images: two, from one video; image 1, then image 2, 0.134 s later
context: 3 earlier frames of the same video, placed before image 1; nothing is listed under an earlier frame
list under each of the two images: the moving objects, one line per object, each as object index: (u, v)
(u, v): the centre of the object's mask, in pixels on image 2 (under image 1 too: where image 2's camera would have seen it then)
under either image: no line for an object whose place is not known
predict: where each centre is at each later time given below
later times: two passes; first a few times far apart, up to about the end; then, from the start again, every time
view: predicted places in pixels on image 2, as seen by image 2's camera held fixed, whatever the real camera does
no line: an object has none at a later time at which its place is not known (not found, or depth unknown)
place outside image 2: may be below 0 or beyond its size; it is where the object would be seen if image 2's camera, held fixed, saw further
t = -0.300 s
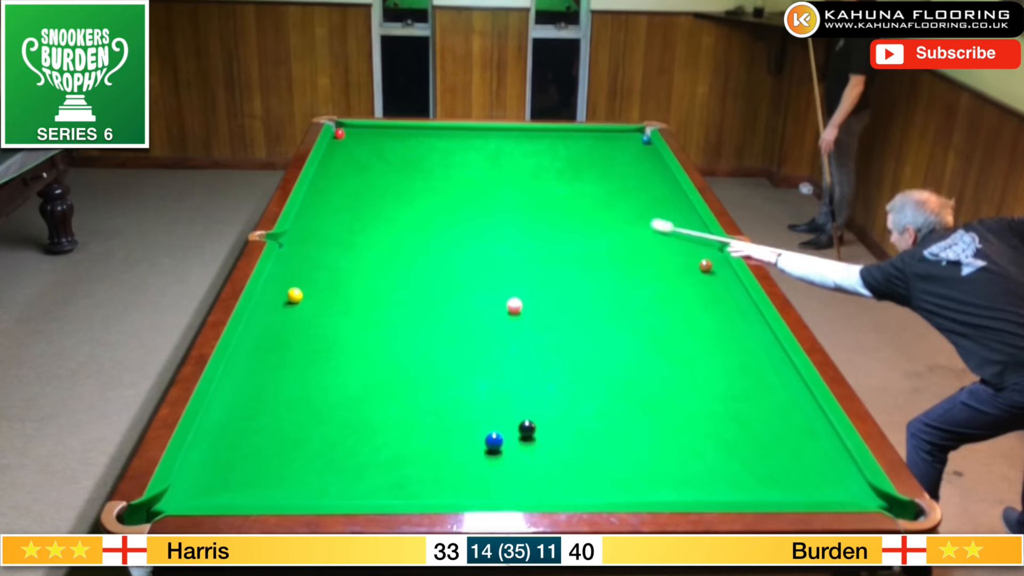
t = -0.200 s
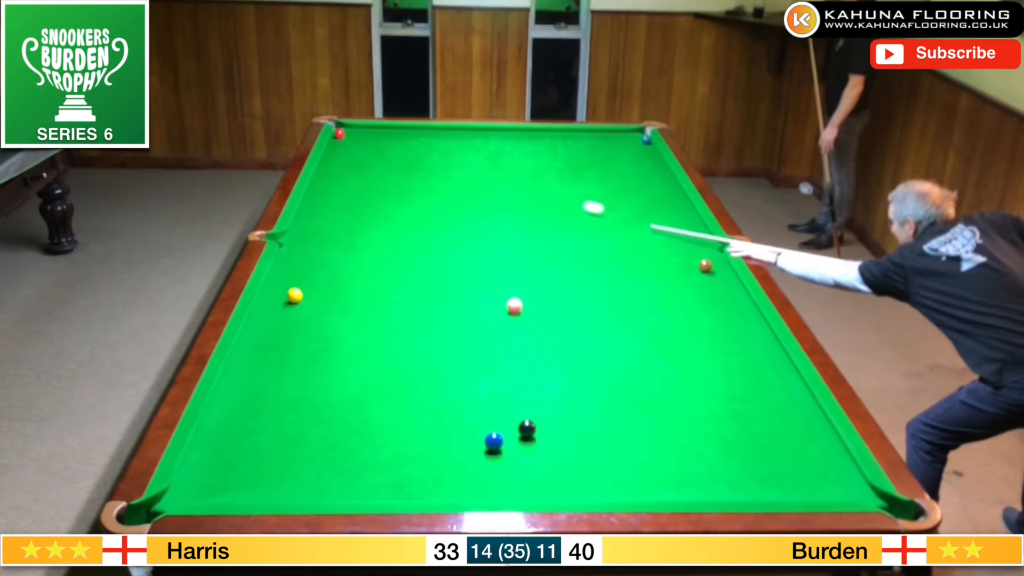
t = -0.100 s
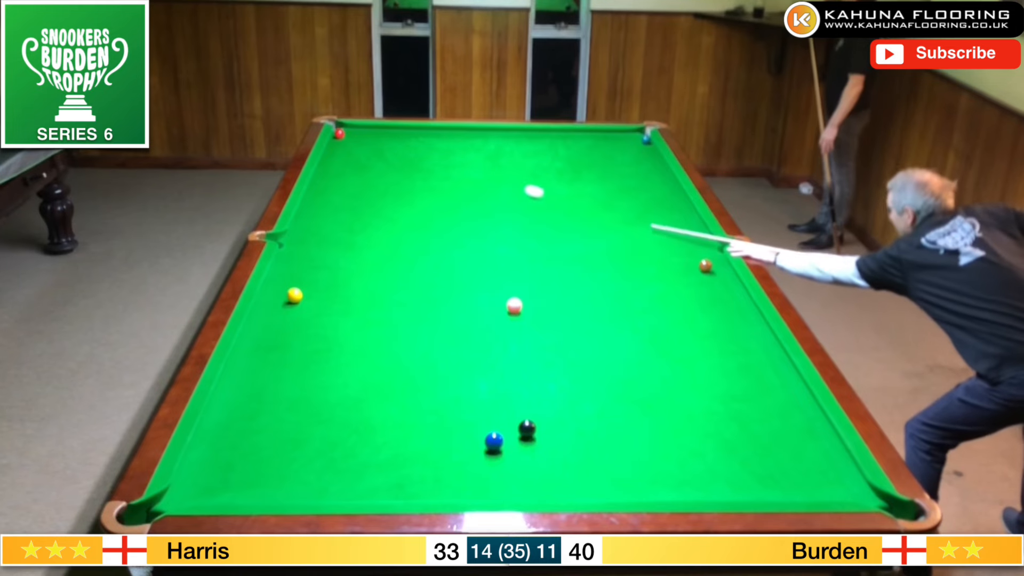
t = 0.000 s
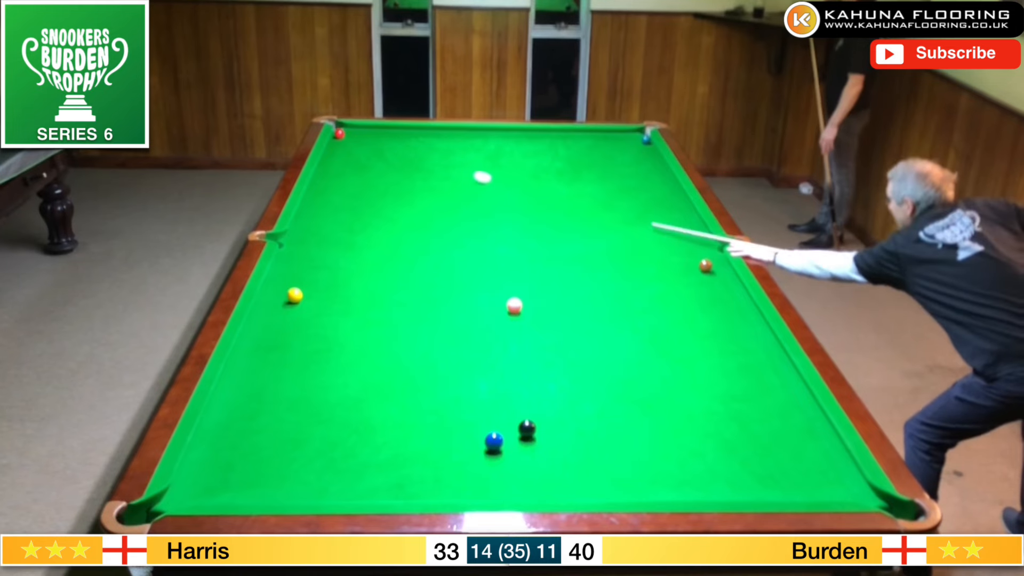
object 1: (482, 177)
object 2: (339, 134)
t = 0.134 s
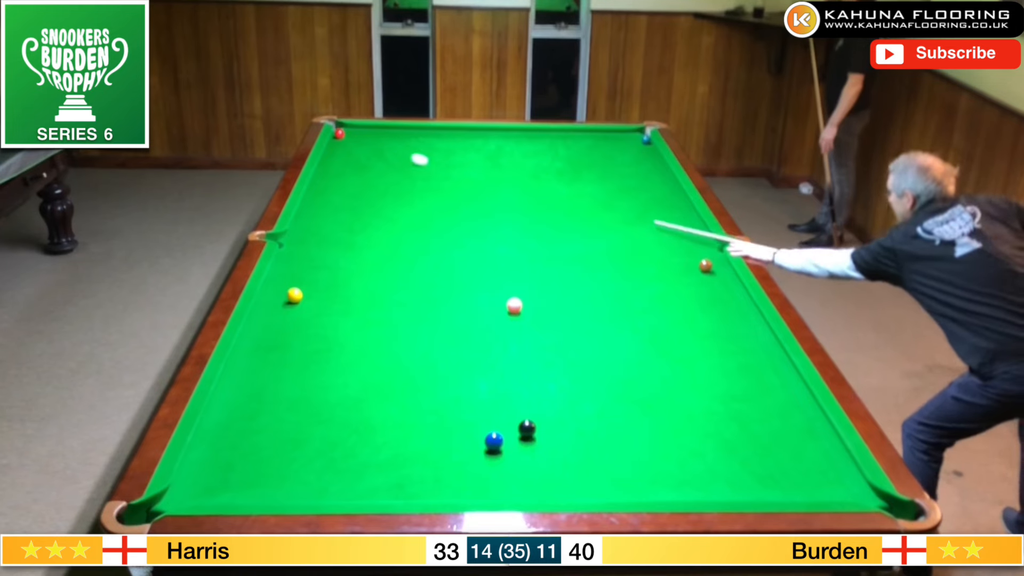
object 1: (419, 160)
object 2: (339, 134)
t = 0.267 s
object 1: (362, 143)
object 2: (339, 134)
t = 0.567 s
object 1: (402, 135)
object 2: (361, 132)
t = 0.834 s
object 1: (461, 130)
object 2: (370, 144)
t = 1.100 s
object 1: (512, 130)
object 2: (380, 157)
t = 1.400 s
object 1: (565, 134)
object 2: (390, 173)
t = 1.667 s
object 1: (611, 137)
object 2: (400, 187)
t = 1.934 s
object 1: (629, 140)
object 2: (411, 202)
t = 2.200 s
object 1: (616, 142)
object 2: (421, 217)
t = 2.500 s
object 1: (603, 144)
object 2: (433, 235)
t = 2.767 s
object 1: (593, 146)
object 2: (445, 251)
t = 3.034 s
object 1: (584, 148)
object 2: (457, 268)
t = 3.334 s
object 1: (574, 149)
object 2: (471, 288)
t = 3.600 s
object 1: (568, 150)
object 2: (484, 306)
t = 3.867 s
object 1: (562, 151)
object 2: (497, 325)
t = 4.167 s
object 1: (558, 152)
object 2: (513, 346)
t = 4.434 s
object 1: (555, 152)
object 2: (527, 366)
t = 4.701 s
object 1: (555, 152)
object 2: (542, 385)
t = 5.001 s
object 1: (555, 152)
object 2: (558, 408)
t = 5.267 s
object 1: (555, 152)
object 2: (572, 427)
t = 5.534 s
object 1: (555, 152)
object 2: (586, 446)
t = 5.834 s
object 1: (555, 152)
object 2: (601, 466)
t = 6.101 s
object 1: (555, 152)
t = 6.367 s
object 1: (555, 152)
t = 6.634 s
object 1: (555, 152)
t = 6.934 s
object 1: (555, 152)
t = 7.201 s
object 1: (555, 152)
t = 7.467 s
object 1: (555, 152)
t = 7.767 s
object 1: (555, 152)
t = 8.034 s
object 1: (555, 152)
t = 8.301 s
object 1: (555, 152)
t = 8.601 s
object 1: (555, 152)
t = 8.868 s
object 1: (555, 152)
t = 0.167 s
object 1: (405, 155)
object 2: (339, 134)
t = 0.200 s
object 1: (390, 151)
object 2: (339, 134)
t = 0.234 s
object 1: (376, 147)
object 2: (339, 134)
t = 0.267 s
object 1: (362, 143)
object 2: (339, 134)
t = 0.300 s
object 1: (349, 139)
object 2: (338, 133)
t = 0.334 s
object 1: (336, 136)
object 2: (341, 132)
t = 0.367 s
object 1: (344, 135)
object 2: (344, 129)
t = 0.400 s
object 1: (355, 135)
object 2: (348, 129)
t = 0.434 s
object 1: (365, 136)
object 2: (354, 128)
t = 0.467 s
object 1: (375, 136)
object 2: (357, 127)
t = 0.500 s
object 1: (384, 135)
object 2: (358, 129)
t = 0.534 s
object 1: (393, 135)
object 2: (360, 130)
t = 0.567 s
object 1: (402, 135)
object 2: (361, 132)
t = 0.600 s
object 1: (410, 134)
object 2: (362, 133)
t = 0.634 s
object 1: (418, 134)
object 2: (363, 134)
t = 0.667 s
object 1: (425, 133)
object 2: (364, 136)
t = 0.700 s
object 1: (433, 133)
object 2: (365, 138)
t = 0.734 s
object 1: (440, 132)
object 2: (367, 139)
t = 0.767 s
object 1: (447, 131)
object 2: (368, 141)
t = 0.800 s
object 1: (454, 131)
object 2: (369, 143)
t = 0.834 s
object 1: (461, 130)
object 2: (370, 144)
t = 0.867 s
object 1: (468, 130)
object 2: (371, 146)
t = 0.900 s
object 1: (475, 129)
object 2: (372, 147)
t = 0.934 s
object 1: (481, 129)
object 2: (374, 149)
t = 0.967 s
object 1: (488, 128)
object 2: (375, 151)
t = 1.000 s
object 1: (494, 128)
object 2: (376, 152)
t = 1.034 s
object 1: (500, 129)
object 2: (377, 154)
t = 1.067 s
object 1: (506, 129)
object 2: (378, 156)
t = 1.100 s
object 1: (512, 130)
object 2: (380, 157)
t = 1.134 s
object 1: (518, 130)
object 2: (381, 159)
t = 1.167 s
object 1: (524, 130)
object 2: (382, 161)
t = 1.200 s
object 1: (530, 131)
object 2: (383, 162)
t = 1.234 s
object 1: (536, 131)
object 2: (384, 164)
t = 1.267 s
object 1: (541, 132)
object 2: (385, 166)
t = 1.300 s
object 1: (547, 132)
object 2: (387, 167)
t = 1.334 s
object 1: (553, 133)
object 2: (388, 169)
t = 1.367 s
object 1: (559, 133)
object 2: (389, 171)
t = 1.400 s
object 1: (565, 134)
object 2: (390, 173)
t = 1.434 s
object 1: (570, 134)
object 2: (392, 174)
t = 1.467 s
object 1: (577, 134)
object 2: (393, 176)
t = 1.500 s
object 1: (582, 135)
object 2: (394, 178)
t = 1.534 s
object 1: (588, 135)
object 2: (395, 180)
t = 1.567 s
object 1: (594, 135)
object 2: (397, 181)
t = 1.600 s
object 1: (600, 136)
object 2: (398, 183)
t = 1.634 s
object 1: (605, 136)
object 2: (399, 185)
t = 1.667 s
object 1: (611, 137)
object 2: (400, 187)
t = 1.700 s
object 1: (617, 137)
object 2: (401, 189)
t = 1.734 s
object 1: (622, 138)
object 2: (403, 191)
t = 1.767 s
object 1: (628, 138)
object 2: (404, 192)
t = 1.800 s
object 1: (634, 138)
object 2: (405, 194)
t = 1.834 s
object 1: (636, 139)
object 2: (407, 196)
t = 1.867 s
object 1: (634, 139)
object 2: (408, 198)
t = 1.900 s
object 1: (631, 139)
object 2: (409, 200)
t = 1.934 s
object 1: (629, 140)
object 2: (411, 202)
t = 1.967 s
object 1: (627, 140)
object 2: (412, 204)
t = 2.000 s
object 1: (625, 140)
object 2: (413, 205)
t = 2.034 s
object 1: (624, 141)
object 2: (414, 207)
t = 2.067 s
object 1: (622, 141)
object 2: (416, 209)
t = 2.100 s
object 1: (621, 141)
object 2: (417, 211)
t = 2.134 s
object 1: (619, 141)
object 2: (418, 213)
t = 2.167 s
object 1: (618, 142)
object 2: (420, 215)
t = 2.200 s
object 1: (616, 142)
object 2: (421, 217)
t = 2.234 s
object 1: (615, 142)
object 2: (422, 219)
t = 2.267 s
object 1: (613, 142)
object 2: (424, 221)
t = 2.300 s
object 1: (612, 143)
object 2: (425, 223)
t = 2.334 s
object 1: (610, 143)
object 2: (426, 225)
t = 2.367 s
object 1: (609, 143)
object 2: (428, 227)
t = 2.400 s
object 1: (607, 143)
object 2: (429, 229)
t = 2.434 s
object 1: (606, 144)
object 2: (430, 231)
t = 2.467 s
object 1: (605, 144)
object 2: (432, 233)
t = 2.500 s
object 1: (603, 144)
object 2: (433, 235)
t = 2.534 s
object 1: (602, 144)
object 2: (435, 237)
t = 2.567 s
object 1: (601, 145)
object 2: (436, 239)
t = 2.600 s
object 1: (599, 145)
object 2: (437, 241)
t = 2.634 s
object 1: (598, 145)
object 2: (439, 243)
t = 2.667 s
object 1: (597, 146)
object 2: (440, 245)
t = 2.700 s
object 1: (596, 146)
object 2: (442, 247)
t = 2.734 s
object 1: (594, 146)
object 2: (443, 249)
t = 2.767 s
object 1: (593, 146)
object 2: (445, 251)
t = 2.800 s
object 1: (592, 146)
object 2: (446, 253)
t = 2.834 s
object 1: (591, 146)
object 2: (448, 256)
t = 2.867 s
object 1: (589, 147)
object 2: (449, 258)
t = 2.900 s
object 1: (588, 147)
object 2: (451, 260)
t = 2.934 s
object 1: (587, 147)
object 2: (452, 262)
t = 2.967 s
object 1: (586, 147)
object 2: (454, 264)
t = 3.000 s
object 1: (585, 147)
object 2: (455, 266)
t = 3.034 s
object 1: (584, 148)
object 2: (457, 268)
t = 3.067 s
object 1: (583, 148)
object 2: (458, 270)
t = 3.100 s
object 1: (582, 148)
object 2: (460, 273)
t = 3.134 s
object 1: (580, 148)
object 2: (461, 275)
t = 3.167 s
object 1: (579, 148)
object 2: (463, 277)
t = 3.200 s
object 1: (578, 148)
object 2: (464, 279)
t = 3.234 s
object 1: (577, 148)
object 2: (466, 281)
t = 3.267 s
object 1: (576, 149)
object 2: (468, 284)
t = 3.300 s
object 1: (576, 149)
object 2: (469, 286)
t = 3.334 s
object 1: (574, 149)
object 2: (471, 288)
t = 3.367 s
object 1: (573, 149)
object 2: (472, 290)
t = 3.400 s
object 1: (573, 149)
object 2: (474, 292)
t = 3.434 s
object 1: (572, 149)
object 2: (476, 295)
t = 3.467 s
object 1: (571, 150)
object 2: (477, 297)
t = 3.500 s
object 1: (570, 150)
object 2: (479, 299)
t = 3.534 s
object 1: (569, 150)
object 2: (481, 302)
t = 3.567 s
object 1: (568, 150)
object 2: (482, 304)
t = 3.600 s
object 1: (568, 150)
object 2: (484, 306)
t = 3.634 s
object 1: (567, 150)
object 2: (486, 309)
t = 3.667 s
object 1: (566, 150)
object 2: (487, 311)
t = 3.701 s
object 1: (565, 151)
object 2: (489, 313)
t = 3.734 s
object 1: (565, 151)
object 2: (491, 315)
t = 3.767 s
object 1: (564, 151)
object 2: (492, 318)
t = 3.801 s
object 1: (563, 151)
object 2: (494, 320)
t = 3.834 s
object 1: (563, 151)
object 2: (496, 323)
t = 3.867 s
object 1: (562, 151)
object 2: (497, 325)
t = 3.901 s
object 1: (562, 151)
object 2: (499, 327)
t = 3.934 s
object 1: (561, 151)
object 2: (501, 329)
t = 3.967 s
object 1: (560, 151)
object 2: (503, 332)
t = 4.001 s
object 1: (560, 151)
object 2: (504, 335)
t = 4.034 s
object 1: (559, 151)
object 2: (506, 337)
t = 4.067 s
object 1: (559, 151)
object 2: (508, 339)
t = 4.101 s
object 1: (558, 152)
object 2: (509, 342)
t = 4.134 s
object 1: (558, 152)
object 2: (511, 344)
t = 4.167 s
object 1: (558, 152)
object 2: (513, 346)
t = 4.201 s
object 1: (557, 152)
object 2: (515, 349)
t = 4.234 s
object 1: (557, 152)
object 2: (517, 351)
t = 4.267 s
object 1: (557, 152)
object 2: (518, 354)
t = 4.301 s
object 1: (556, 152)
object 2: (520, 356)
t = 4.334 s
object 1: (556, 152)
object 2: (522, 359)
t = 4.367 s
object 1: (556, 152)
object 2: (524, 361)
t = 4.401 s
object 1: (556, 152)
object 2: (526, 363)
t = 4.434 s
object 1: (555, 152)
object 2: (527, 366)
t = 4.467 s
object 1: (555, 152)
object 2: (529, 368)
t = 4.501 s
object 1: (555, 152)
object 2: (531, 371)
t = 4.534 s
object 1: (555, 152)
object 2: (533, 373)
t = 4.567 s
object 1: (555, 152)
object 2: (535, 375)
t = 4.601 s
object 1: (555, 152)
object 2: (537, 378)
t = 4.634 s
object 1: (555, 152)
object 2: (538, 380)
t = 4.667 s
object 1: (555, 152)
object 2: (540, 383)
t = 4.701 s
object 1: (555, 152)
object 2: (542, 385)
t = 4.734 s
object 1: (555, 152)
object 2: (544, 388)
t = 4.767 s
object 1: (555, 152)
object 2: (546, 390)
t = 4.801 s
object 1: (555, 152)
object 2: (547, 393)
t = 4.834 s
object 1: (555, 152)
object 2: (549, 395)
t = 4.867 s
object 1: (555, 152)
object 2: (551, 398)
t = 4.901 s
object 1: (555, 152)
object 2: (553, 400)
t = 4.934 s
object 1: (555, 152)
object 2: (554, 403)
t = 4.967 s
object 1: (555, 152)
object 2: (556, 405)
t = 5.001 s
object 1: (555, 152)
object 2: (558, 408)
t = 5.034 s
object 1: (555, 152)
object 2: (560, 410)
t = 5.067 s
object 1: (555, 152)
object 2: (562, 412)
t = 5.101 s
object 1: (555, 152)
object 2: (563, 415)
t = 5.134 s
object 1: (555, 152)
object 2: (565, 417)
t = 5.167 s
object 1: (555, 152)
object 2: (567, 420)
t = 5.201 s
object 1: (555, 152)
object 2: (569, 422)
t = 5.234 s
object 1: (555, 152)
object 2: (570, 425)
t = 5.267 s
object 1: (555, 152)
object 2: (572, 427)
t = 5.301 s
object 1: (555, 152)
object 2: (574, 429)
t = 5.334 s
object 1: (555, 152)
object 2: (576, 432)
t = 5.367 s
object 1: (555, 152)
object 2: (578, 434)
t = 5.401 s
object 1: (555, 152)
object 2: (579, 437)
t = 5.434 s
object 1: (555, 152)
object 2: (581, 439)
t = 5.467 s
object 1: (555, 152)
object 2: (583, 441)
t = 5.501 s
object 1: (555, 152)
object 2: (585, 444)
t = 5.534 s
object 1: (555, 152)
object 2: (586, 446)
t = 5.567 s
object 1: (555, 152)
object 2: (588, 448)
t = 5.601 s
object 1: (555, 152)
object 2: (590, 451)
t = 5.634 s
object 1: (555, 152)
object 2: (591, 453)
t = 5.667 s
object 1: (555, 152)
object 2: (593, 455)
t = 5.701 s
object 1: (555, 152)
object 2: (595, 457)
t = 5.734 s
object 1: (555, 152)
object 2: (596, 460)
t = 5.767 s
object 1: (555, 152)
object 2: (598, 462)
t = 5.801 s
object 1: (555, 152)
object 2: (600, 464)
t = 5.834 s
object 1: (555, 152)
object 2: (601, 466)
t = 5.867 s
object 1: (555, 152)
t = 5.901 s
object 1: (555, 152)
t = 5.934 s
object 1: (555, 152)
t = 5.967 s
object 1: (555, 152)
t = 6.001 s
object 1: (555, 152)
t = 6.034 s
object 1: (555, 152)
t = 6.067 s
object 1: (555, 152)
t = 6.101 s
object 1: (555, 152)
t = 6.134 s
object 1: (555, 152)
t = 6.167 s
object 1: (555, 152)
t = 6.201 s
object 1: (555, 152)
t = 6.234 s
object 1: (555, 152)
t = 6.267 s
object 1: (555, 152)
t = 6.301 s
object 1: (555, 152)
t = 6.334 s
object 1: (555, 152)
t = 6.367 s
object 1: (555, 152)
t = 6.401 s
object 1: (555, 152)
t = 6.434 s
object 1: (555, 152)
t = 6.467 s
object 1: (555, 152)
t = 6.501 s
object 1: (555, 152)
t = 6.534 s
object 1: (555, 152)
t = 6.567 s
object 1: (555, 152)
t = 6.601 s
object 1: (555, 152)
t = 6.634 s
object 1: (555, 152)
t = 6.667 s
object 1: (555, 152)
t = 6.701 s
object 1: (555, 152)
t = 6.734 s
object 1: (555, 152)
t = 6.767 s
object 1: (555, 152)
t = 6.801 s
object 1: (555, 152)
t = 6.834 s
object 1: (555, 152)
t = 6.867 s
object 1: (555, 152)
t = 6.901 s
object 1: (555, 152)
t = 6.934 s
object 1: (555, 152)
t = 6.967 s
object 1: (555, 152)
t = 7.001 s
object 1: (555, 152)
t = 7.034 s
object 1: (555, 152)
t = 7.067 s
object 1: (555, 152)
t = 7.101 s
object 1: (555, 152)
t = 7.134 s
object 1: (555, 152)
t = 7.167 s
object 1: (555, 152)
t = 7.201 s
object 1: (555, 152)
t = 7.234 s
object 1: (555, 152)
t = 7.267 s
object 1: (555, 152)
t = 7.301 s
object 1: (555, 152)
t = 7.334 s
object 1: (555, 152)
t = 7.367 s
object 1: (555, 152)
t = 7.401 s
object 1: (555, 152)
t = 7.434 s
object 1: (555, 152)
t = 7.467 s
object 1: (555, 152)
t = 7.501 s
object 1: (555, 152)
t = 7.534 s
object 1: (555, 152)
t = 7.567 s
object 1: (555, 152)
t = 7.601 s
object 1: (555, 152)
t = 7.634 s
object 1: (555, 152)
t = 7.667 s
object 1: (555, 152)
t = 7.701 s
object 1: (555, 152)
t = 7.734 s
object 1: (555, 152)
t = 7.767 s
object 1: (555, 152)
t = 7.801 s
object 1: (555, 152)
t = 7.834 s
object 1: (555, 152)
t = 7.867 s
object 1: (555, 152)
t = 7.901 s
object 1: (555, 152)
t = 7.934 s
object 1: (555, 152)
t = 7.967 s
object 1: (555, 152)
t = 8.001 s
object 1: (555, 152)
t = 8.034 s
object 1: (555, 152)
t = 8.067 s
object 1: (555, 152)
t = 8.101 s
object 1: (555, 152)
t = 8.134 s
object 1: (555, 152)
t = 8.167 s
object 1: (555, 152)
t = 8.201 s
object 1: (555, 152)
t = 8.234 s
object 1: (555, 152)
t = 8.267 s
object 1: (555, 152)
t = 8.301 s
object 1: (555, 152)
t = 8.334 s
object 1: (555, 152)
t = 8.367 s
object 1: (555, 152)
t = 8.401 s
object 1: (555, 152)
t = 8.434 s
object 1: (555, 152)
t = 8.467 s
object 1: (555, 152)
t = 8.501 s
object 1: (555, 152)
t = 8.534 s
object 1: (555, 152)
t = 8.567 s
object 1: (555, 152)
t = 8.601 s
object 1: (555, 152)
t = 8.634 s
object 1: (555, 152)
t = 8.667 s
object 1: (555, 152)
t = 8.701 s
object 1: (555, 152)
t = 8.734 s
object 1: (555, 152)
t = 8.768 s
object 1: (555, 152)
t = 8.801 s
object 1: (555, 152)
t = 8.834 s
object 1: (555, 152)
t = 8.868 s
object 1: (555, 152)
